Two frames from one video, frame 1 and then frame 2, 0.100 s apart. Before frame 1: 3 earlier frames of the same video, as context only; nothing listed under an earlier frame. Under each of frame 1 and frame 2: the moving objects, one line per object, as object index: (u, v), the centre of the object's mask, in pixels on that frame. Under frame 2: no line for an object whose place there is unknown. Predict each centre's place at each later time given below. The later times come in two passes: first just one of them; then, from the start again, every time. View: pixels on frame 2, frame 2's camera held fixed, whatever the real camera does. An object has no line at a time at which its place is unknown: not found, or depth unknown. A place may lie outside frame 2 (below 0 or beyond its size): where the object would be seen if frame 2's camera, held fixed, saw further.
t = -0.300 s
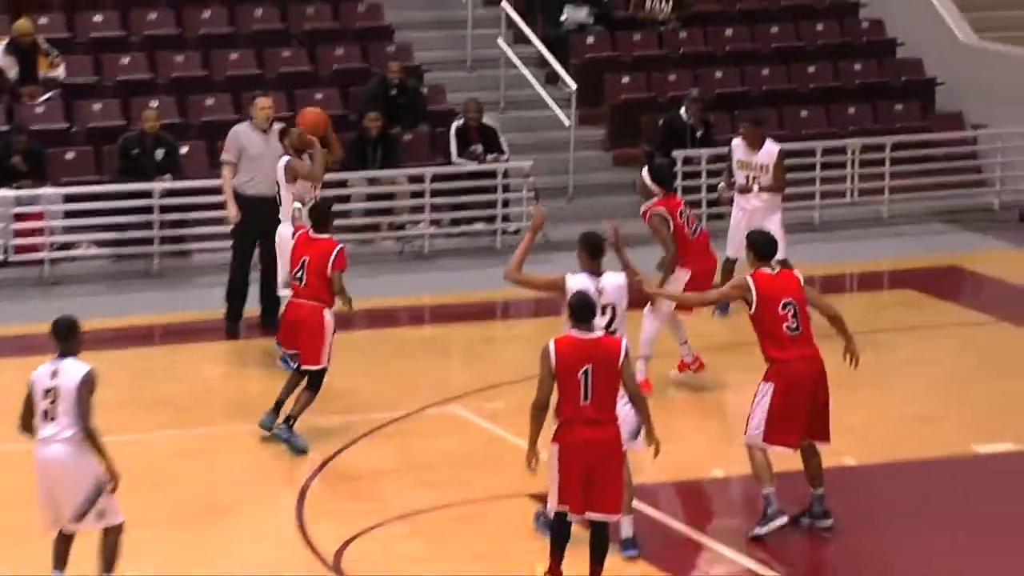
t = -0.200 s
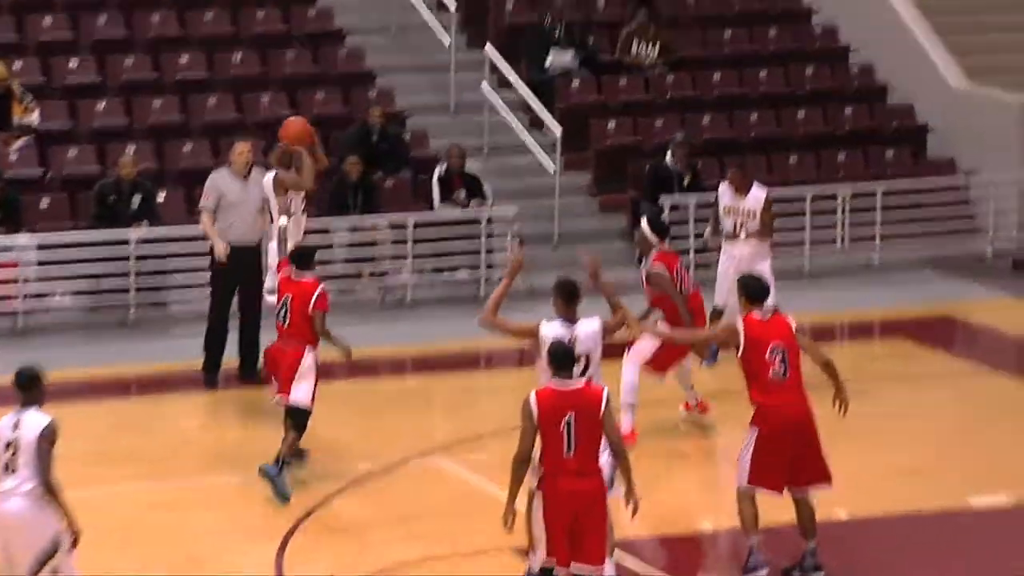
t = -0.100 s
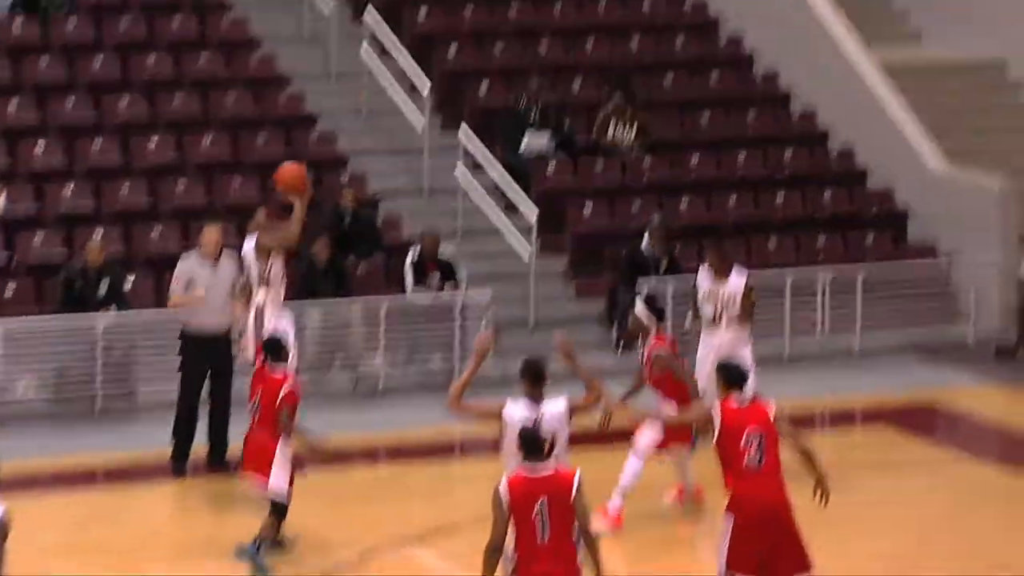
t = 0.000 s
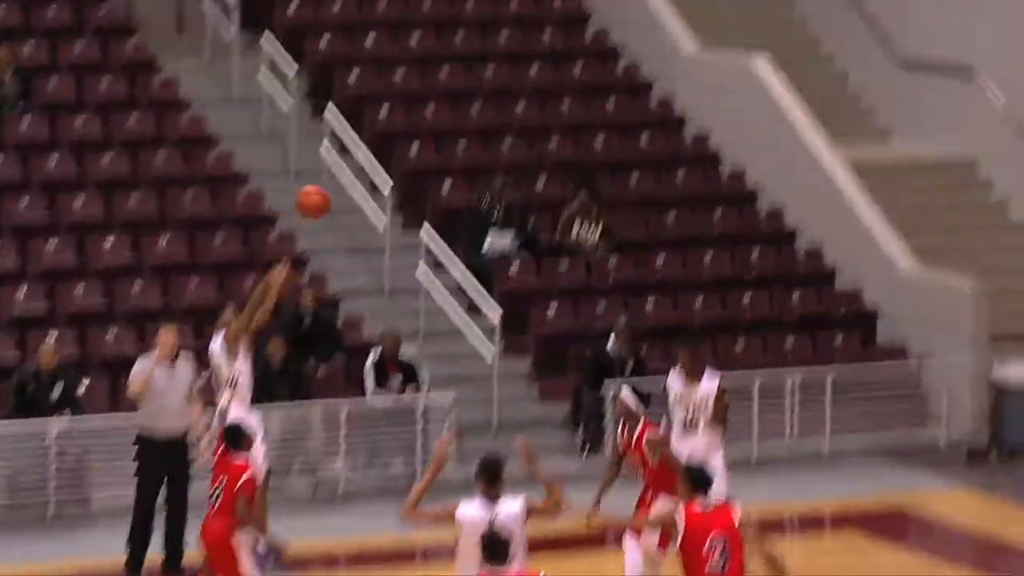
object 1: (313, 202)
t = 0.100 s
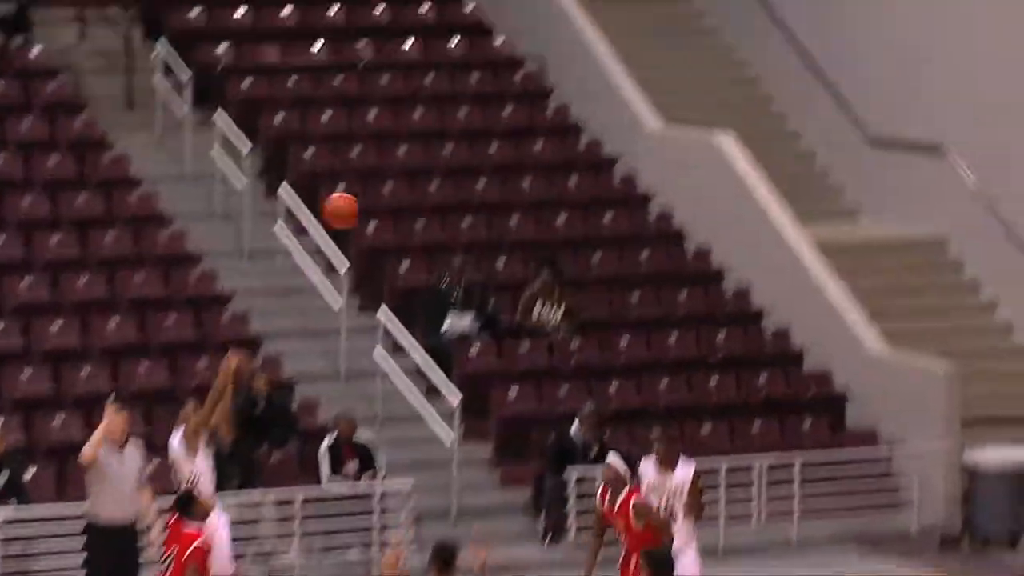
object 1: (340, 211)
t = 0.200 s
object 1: (418, 152)
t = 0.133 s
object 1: (367, 190)
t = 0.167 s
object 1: (392, 171)
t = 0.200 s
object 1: (418, 152)
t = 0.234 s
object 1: (442, 137)
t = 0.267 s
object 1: (468, 121)
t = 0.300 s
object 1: (493, 107)
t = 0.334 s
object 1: (520, 95)
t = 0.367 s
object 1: (545, 84)
